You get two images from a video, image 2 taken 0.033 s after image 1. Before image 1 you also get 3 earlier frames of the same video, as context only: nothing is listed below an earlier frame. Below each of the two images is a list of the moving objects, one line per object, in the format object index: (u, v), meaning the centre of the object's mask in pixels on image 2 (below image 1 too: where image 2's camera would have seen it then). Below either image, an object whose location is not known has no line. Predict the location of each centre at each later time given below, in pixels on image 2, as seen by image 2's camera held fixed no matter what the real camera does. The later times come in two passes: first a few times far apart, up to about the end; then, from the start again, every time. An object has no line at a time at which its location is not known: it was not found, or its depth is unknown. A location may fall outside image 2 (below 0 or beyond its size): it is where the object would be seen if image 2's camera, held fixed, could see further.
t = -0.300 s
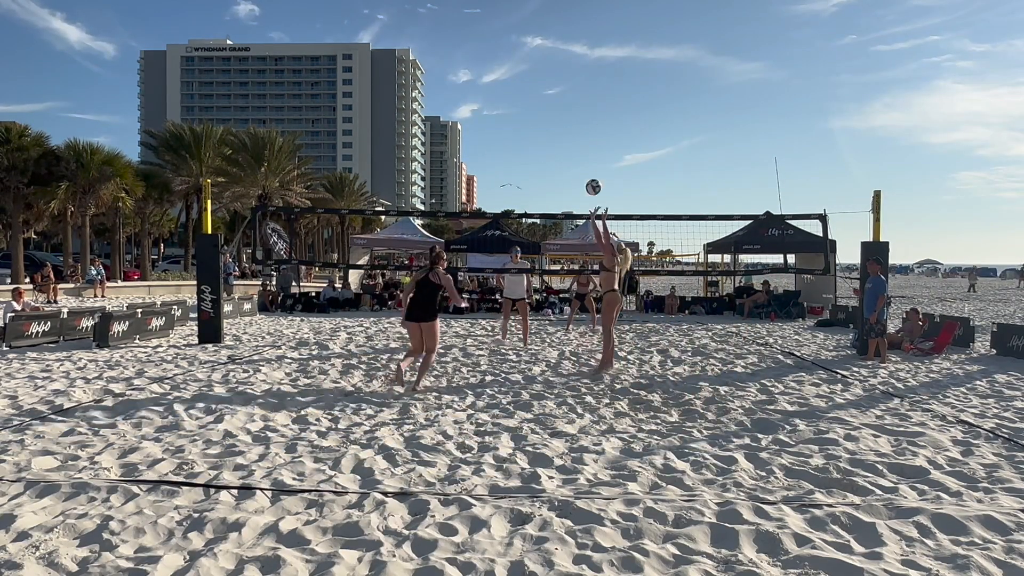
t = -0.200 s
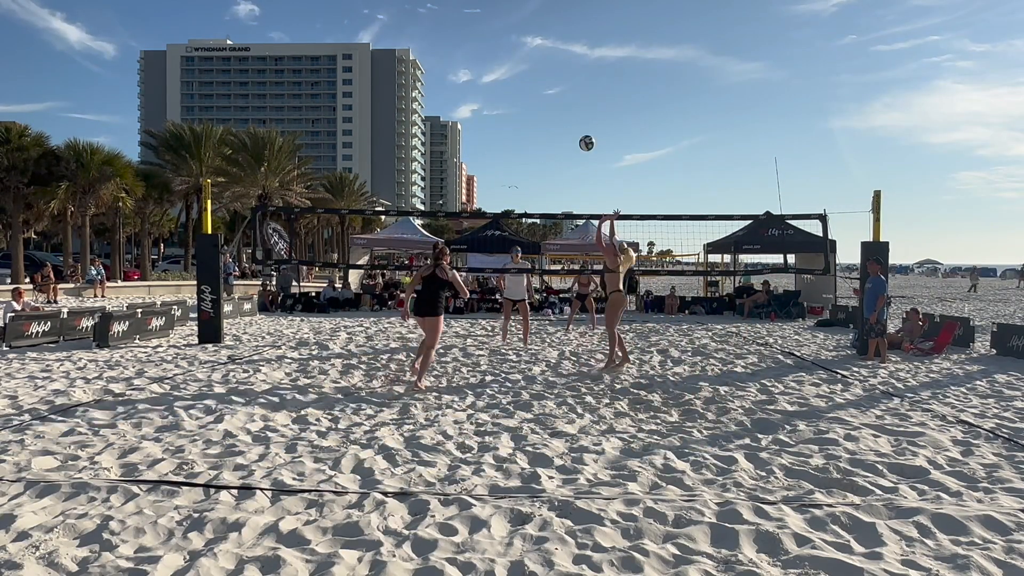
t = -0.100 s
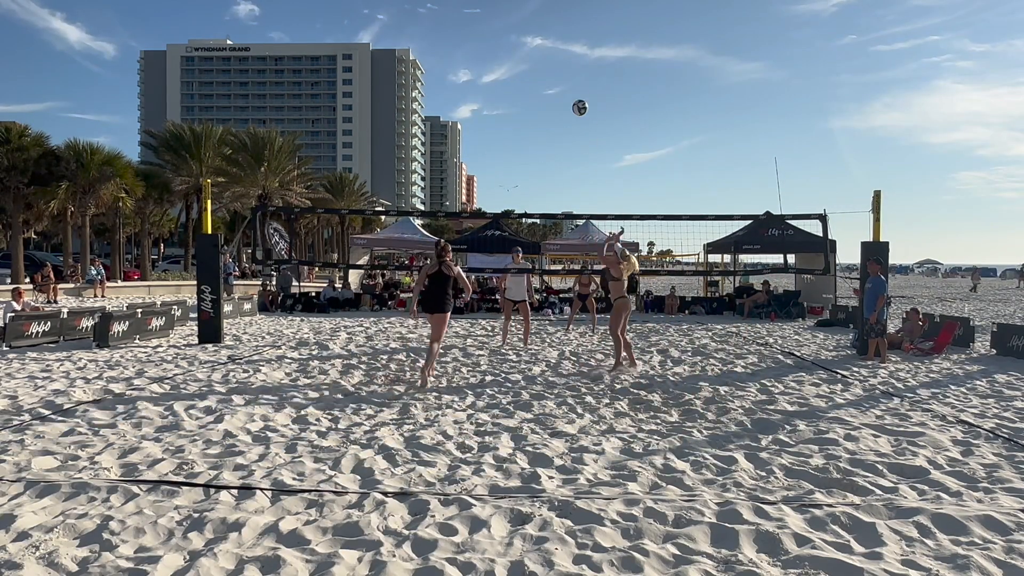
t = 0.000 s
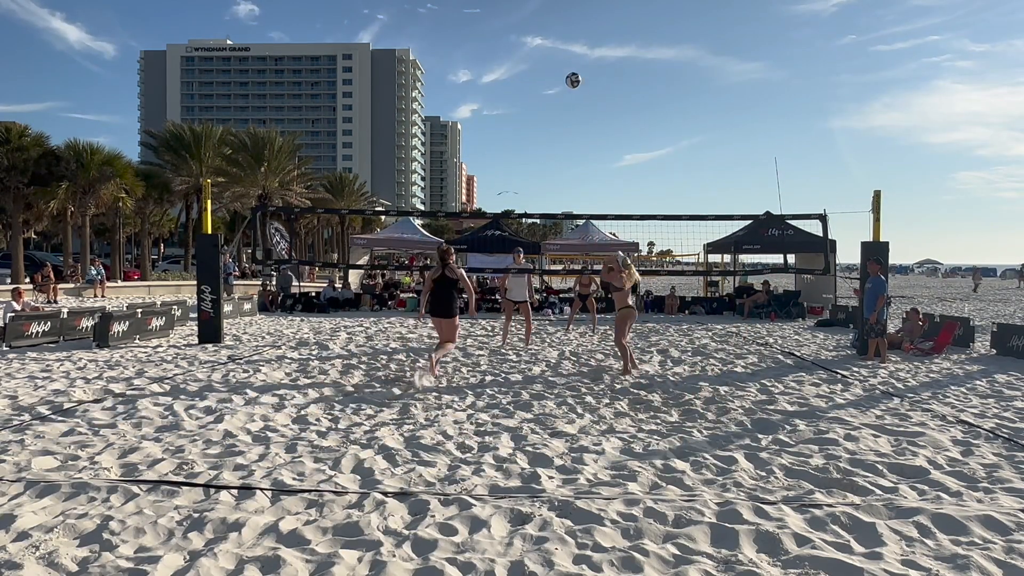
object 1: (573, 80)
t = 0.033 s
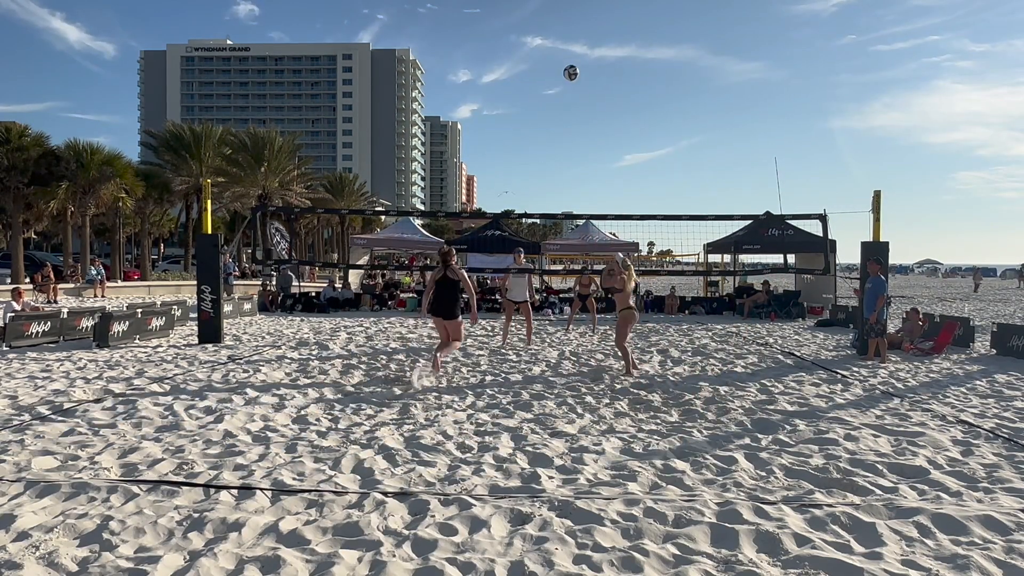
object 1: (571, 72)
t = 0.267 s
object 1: (556, 44)
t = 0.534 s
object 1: (540, 57)
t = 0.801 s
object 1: (523, 115)
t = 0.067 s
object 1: (569, 66)
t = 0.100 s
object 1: (566, 60)
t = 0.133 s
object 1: (564, 55)
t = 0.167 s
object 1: (562, 51)
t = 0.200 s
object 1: (560, 48)
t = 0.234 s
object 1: (558, 46)
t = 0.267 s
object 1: (556, 44)
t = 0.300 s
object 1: (554, 43)
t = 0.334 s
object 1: (552, 43)
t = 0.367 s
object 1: (550, 44)
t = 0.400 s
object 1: (548, 45)
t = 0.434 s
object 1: (546, 47)
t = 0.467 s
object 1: (544, 50)
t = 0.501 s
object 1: (542, 53)
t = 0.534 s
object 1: (540, 57)
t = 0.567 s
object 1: (538, 62)
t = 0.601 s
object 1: (536, 68)
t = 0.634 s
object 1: (534, 74)
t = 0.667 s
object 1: (532, 81)
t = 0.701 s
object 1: (530, 89)
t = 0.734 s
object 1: (527, 97)
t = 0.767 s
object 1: (526, 106)
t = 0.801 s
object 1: (523, 115)
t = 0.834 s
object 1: (521, 126)
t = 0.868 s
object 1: (520, 136)
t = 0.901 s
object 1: (518, 148)
